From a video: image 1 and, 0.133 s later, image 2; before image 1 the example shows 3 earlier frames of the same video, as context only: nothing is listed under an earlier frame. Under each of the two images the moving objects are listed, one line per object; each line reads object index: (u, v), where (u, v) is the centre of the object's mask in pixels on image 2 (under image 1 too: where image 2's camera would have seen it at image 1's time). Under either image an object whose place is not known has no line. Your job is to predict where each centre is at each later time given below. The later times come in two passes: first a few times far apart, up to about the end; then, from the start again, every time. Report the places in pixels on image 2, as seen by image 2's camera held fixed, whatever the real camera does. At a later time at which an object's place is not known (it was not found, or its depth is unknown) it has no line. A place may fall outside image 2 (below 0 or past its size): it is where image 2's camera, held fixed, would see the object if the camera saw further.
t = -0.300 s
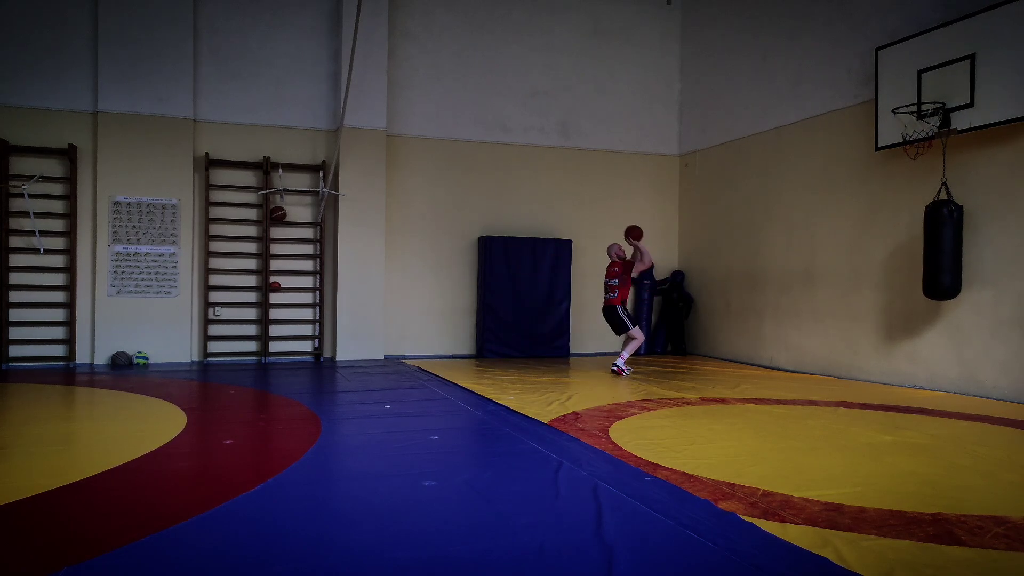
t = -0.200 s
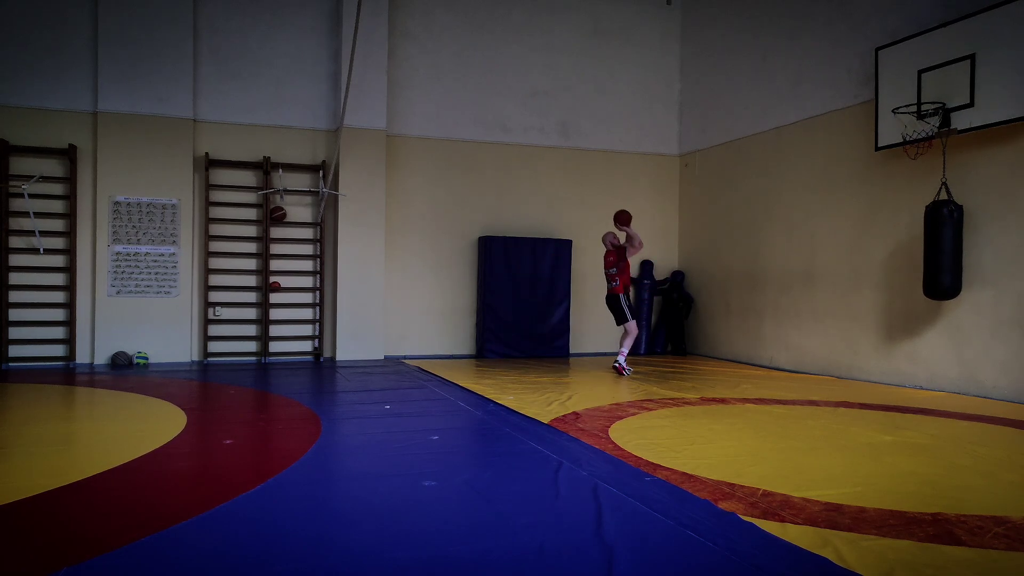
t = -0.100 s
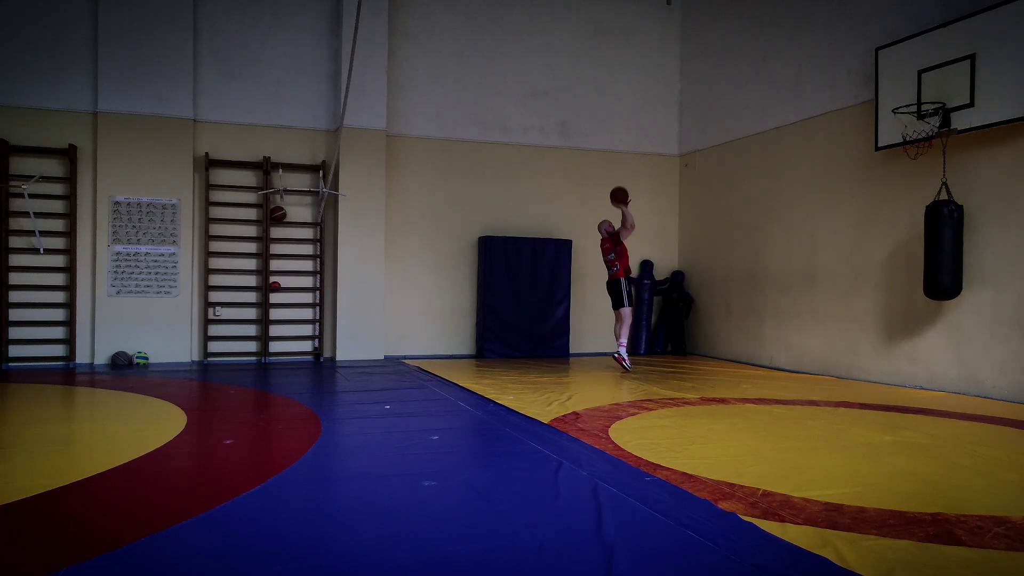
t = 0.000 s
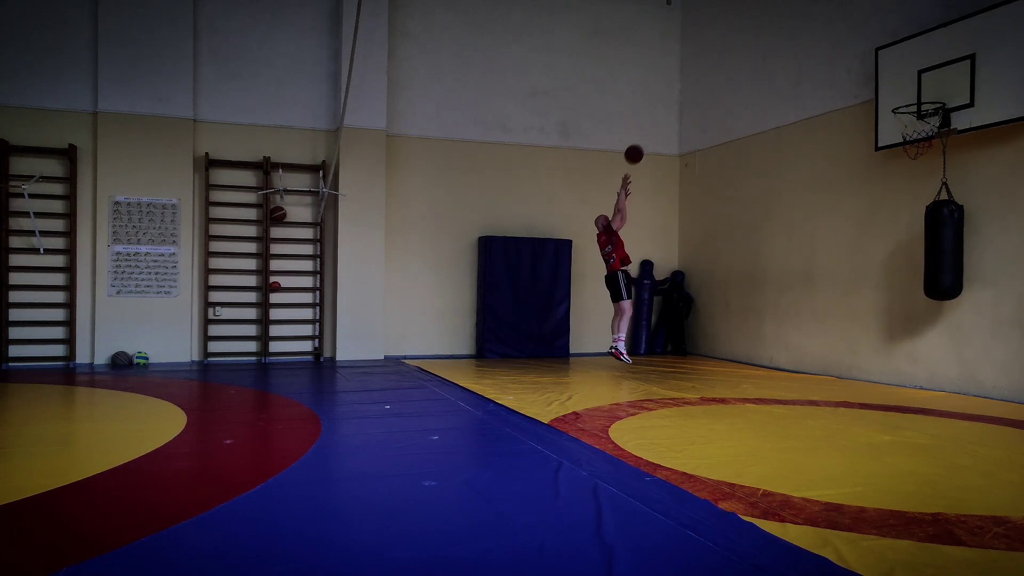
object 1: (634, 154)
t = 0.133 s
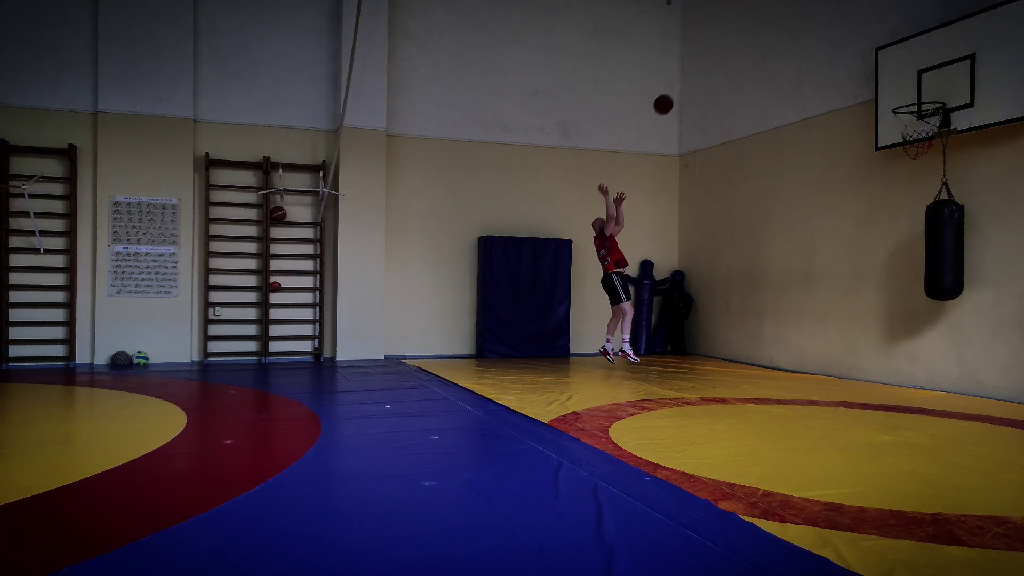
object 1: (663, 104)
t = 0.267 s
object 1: (694, 66)
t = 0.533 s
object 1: (759, 27)
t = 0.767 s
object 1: (820, 40)
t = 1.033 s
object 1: (879, 101)
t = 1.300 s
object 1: (800, 93)
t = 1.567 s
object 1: (730, 145)
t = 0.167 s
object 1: (671, 94)
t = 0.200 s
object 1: (679, 84)
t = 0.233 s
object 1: (686, 74)
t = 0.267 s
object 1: (694, 66)
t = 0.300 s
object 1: (701, 58)
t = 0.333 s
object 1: (709, 51)
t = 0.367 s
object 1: (717, 45)
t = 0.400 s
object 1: (725, 40)
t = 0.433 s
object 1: (734, 35)
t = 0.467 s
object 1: (742, 32)
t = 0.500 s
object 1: (750, 29)
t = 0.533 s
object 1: (759, 27)
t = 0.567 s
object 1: (767, 26)
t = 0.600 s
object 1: (775, 26)
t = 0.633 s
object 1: (784, 27)
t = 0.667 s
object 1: (793, 28)
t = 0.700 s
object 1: (802, 31)
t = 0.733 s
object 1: (811, 35)
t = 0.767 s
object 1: (820, 40)
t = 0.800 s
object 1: (829, 46)
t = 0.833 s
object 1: (839, 53)
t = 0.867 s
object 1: (848, 61)
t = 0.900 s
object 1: (858, 70)
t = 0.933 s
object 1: (868, 80)
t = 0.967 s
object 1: (877, 92)
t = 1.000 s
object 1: (887, 104)
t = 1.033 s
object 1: (879, 101)
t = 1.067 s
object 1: (869, 96)
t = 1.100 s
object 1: (859, 93)
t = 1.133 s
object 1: (848, 91)
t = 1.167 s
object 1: (839, 89)
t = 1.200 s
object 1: (829, 89)
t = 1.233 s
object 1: (819, 89)
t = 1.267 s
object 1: (810, 90)
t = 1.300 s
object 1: (800, 93)
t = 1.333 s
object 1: (791, 96)
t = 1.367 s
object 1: (782, 100)
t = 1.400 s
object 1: (773, 106)
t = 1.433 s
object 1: (764, 112)
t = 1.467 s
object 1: (755, 119)
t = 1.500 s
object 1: (747, 126)
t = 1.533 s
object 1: (738, 135)
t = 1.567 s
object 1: (730, 145)
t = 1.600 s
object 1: (721, 155)
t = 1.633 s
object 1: (713, 166)
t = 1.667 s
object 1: (705, 178)
